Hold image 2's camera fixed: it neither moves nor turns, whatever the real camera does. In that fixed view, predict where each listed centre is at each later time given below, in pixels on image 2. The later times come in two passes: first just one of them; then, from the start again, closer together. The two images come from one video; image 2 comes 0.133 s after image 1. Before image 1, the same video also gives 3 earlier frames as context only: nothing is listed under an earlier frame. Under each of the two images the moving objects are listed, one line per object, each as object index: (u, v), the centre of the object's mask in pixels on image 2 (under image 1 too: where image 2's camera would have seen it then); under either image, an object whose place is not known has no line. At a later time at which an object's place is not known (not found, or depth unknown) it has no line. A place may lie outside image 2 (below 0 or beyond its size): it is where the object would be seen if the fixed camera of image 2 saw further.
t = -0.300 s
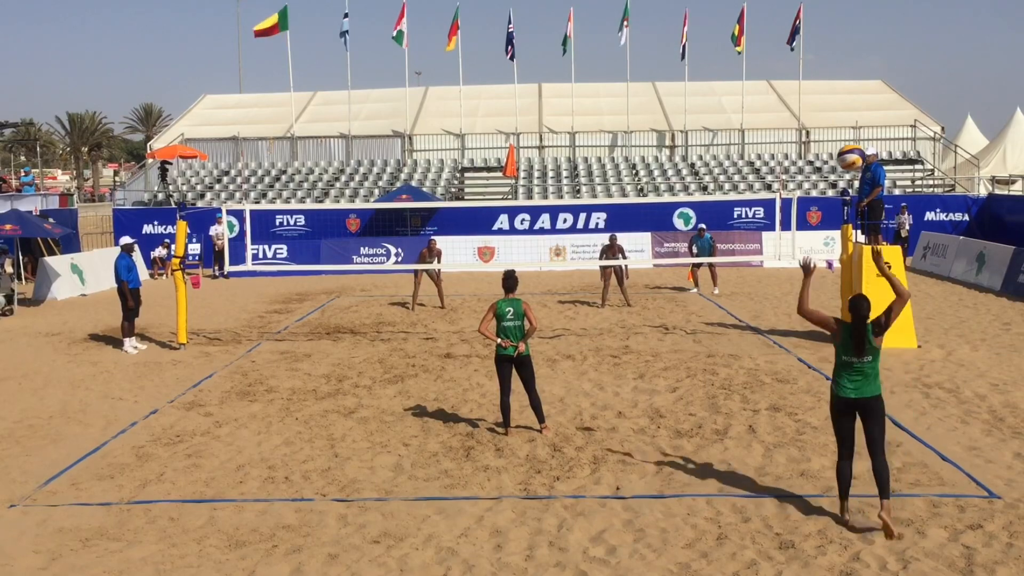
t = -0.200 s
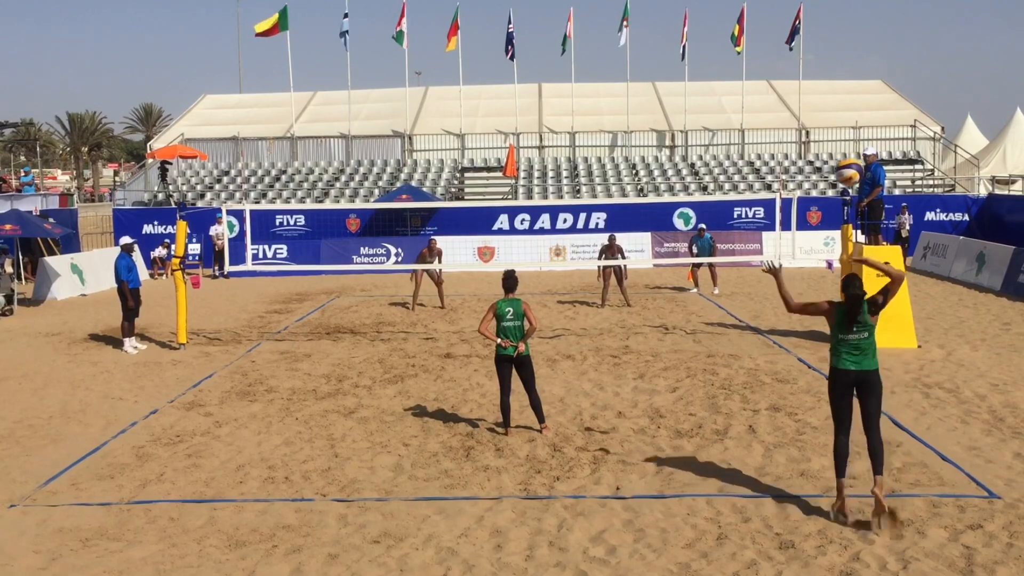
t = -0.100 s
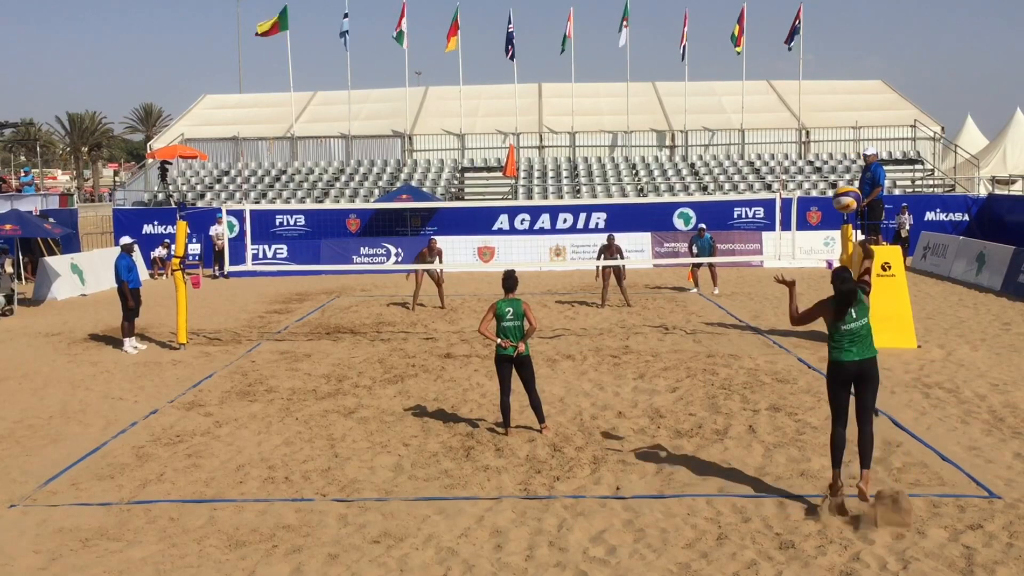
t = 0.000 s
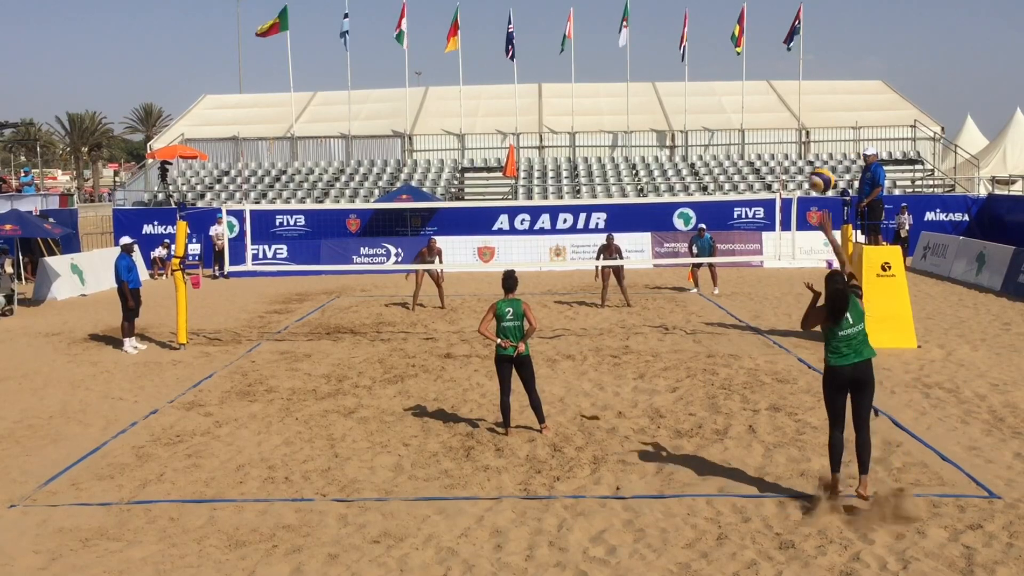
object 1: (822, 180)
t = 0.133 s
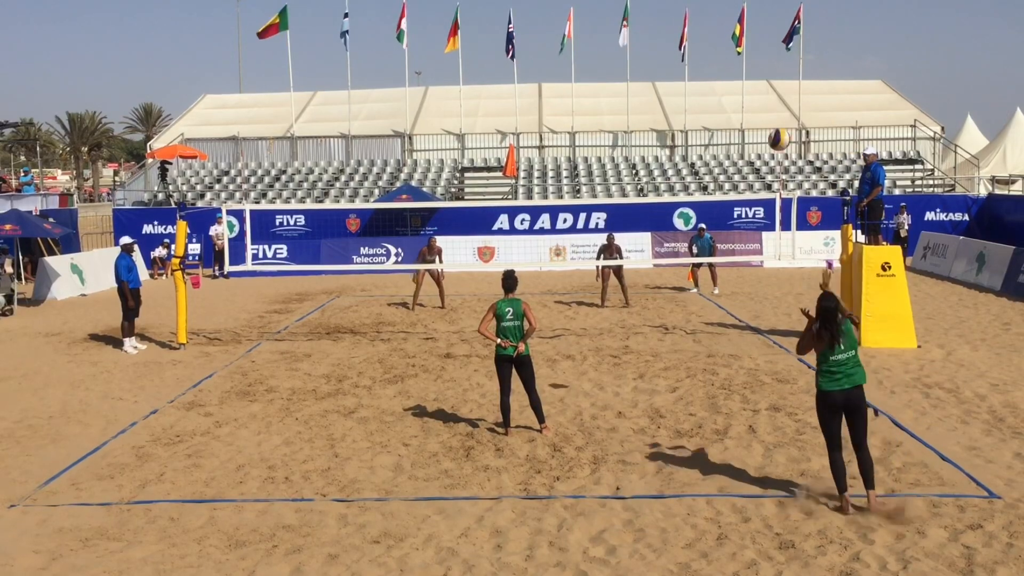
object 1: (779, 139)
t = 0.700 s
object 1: (698, 174)
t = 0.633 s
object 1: (703, 159)
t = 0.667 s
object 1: (701, 167)
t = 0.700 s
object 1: (698, 174)
